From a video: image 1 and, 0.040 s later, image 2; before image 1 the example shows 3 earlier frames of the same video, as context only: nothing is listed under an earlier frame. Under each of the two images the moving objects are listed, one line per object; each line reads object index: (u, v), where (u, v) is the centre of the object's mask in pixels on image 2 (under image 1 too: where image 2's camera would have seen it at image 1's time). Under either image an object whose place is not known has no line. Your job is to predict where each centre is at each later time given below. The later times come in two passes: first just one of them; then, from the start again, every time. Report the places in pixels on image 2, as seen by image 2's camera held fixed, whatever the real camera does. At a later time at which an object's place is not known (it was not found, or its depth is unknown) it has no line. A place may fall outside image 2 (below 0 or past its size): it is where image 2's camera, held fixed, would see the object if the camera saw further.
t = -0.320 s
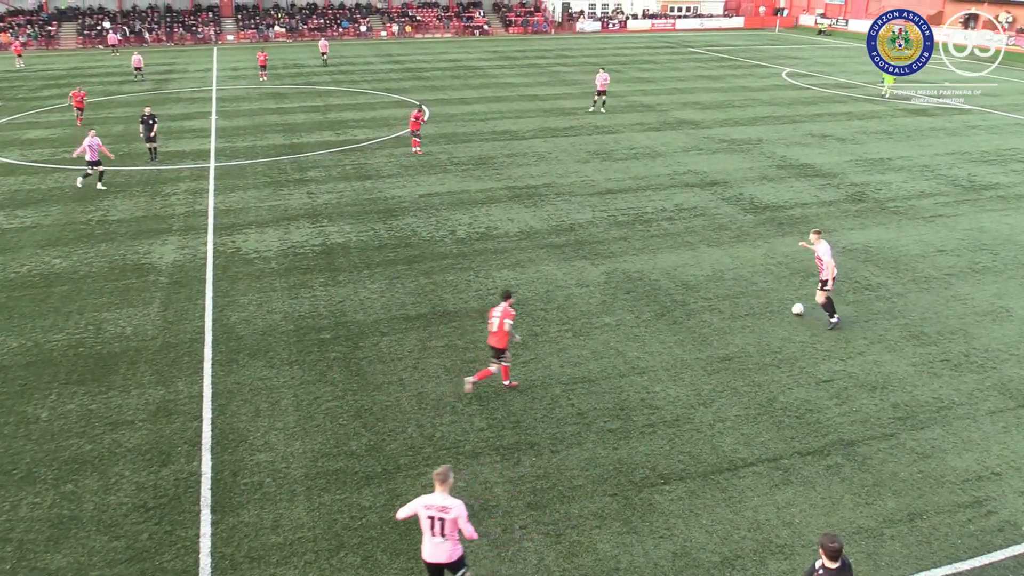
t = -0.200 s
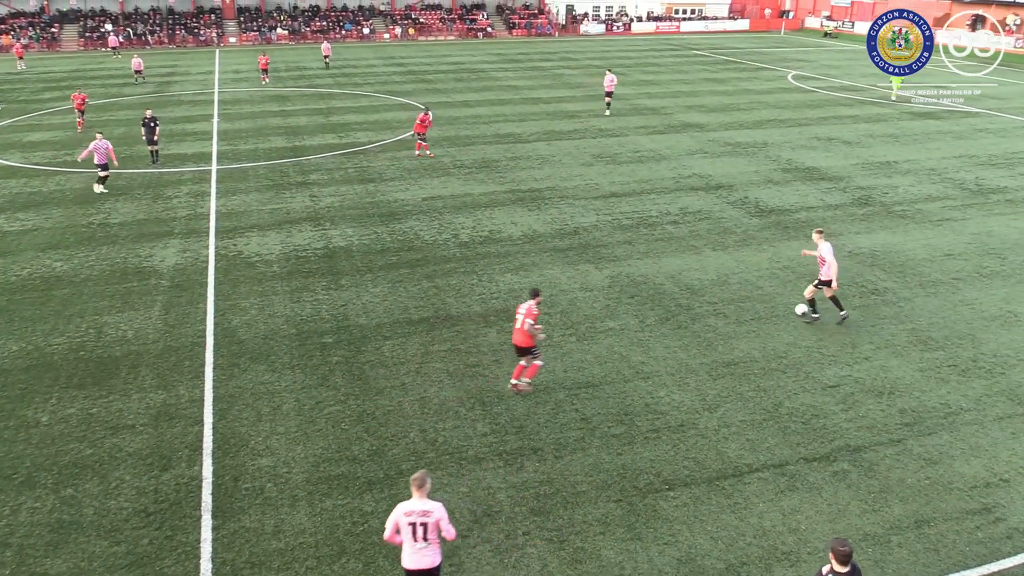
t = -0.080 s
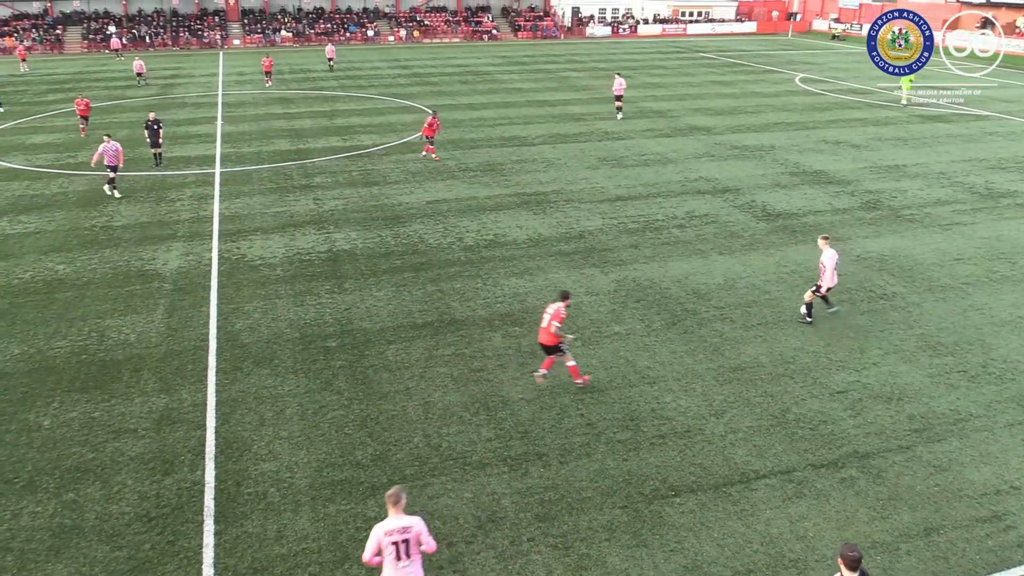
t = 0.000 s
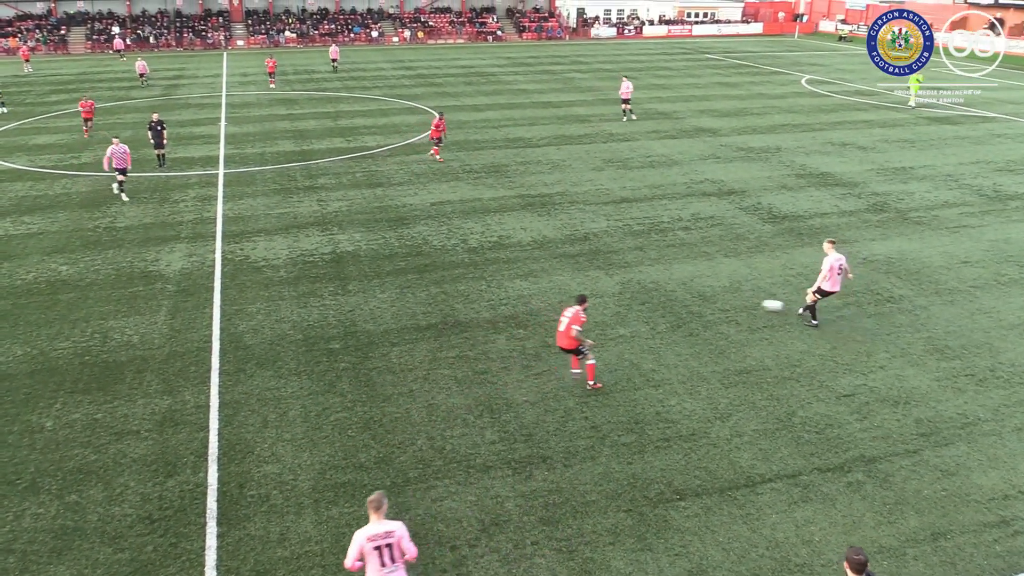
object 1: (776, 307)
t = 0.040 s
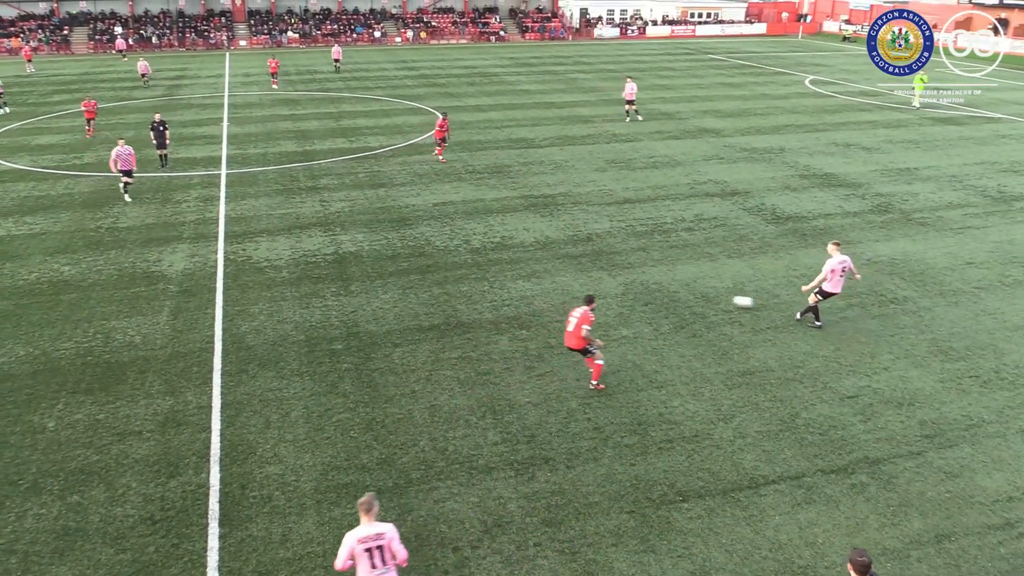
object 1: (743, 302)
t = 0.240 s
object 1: (601, 281)
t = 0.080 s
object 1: (712, 298)
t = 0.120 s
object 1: (683, 293)
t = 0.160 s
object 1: (654, 290)
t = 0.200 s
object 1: (627, 286)
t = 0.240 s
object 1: (601, 281)
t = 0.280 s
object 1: (577, 278)
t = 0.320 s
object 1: (554, 275)
